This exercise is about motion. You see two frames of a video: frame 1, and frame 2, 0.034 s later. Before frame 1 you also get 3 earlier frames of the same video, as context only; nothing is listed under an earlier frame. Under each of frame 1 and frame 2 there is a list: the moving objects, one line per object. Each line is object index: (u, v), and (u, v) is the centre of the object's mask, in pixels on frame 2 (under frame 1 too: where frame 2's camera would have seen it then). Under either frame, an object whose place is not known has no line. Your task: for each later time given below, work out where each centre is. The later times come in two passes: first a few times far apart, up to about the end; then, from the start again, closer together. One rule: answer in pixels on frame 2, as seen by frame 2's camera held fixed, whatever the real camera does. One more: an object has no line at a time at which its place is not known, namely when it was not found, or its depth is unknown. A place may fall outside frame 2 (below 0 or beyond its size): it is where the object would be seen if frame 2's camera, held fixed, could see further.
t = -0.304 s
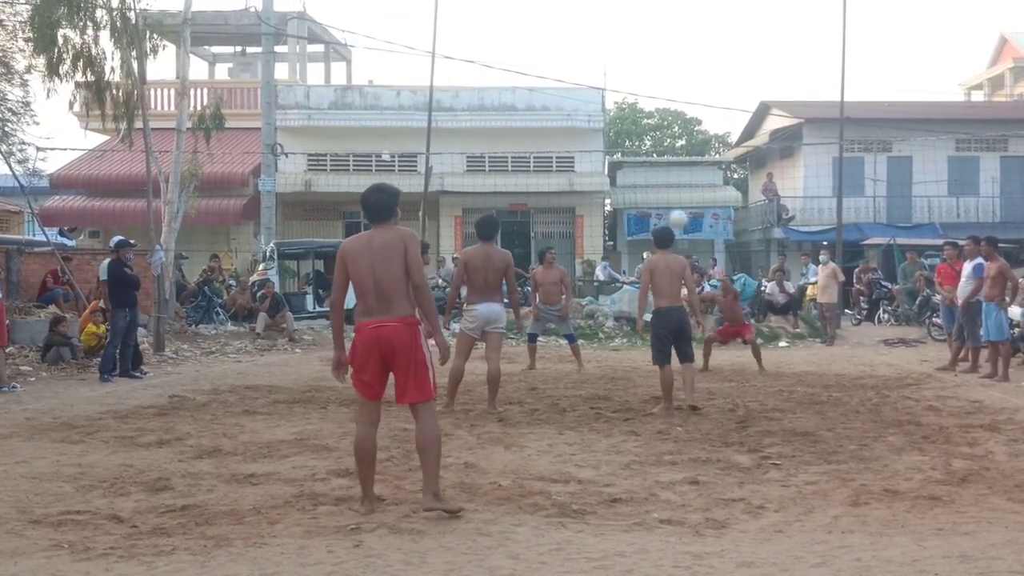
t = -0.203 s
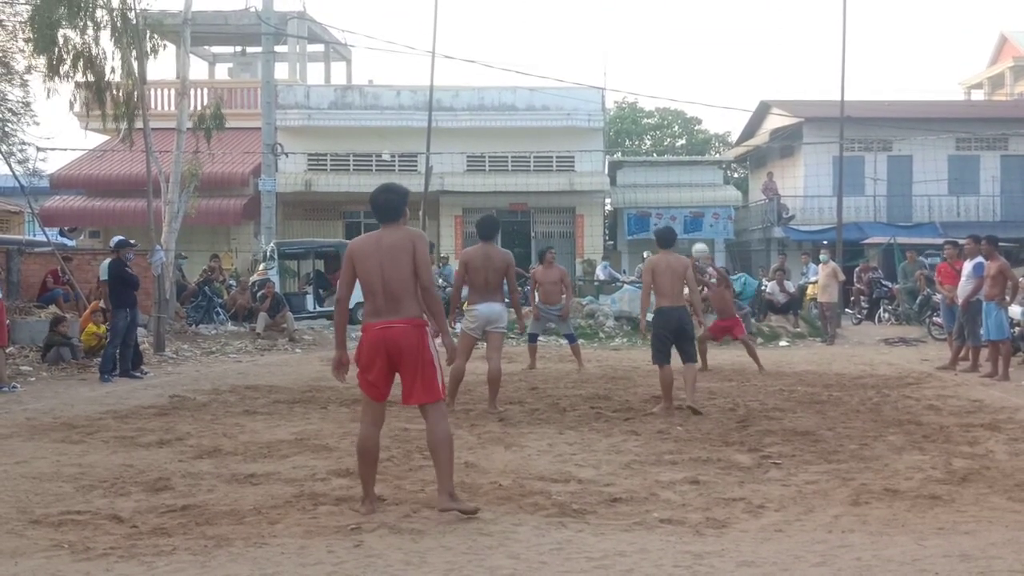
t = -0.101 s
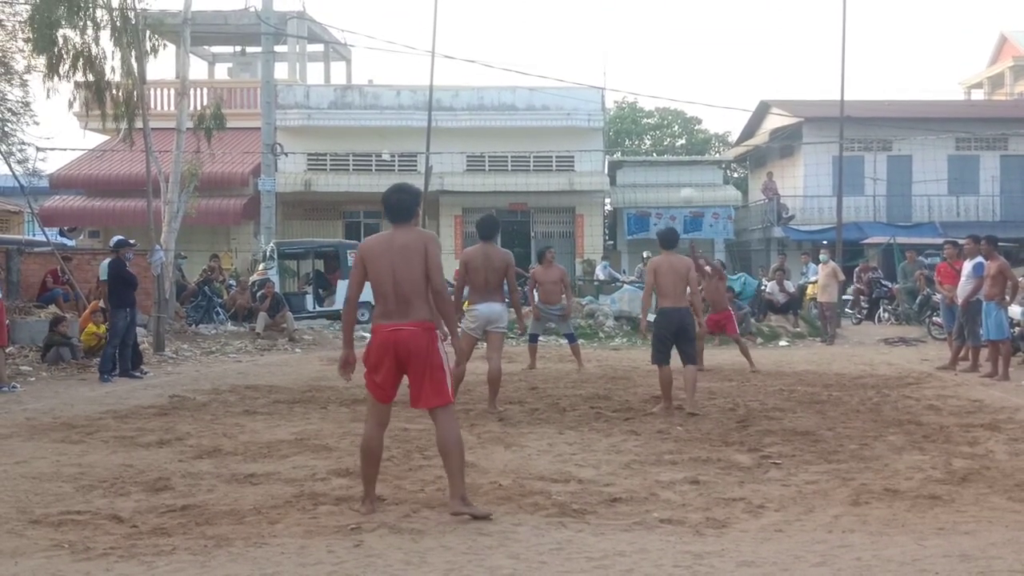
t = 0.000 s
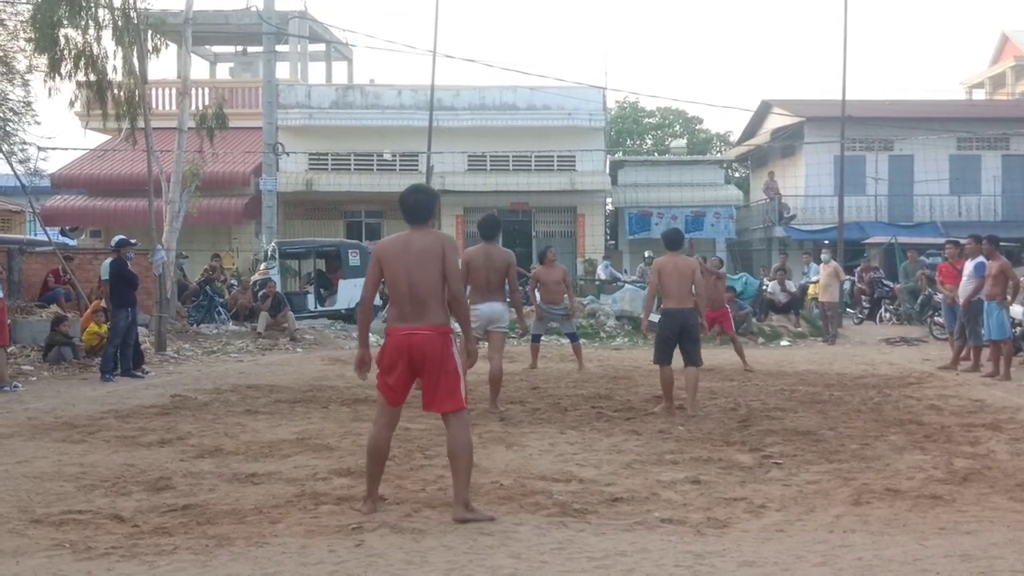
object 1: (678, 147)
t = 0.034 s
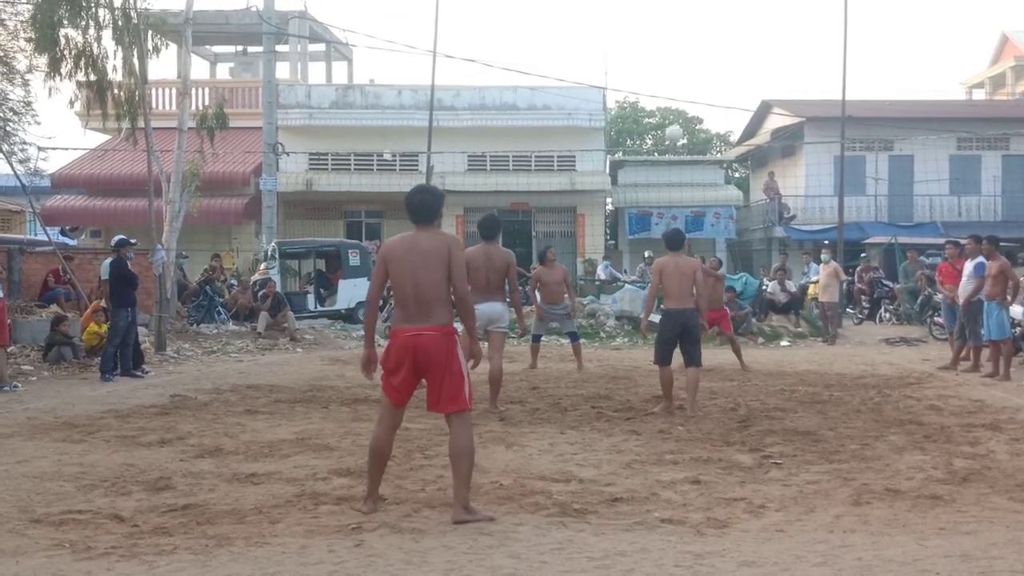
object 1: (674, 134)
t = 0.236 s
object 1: (651, 65)
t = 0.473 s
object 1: (623, 22)
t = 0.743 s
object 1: (588, 26)
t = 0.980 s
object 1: (556, 79)
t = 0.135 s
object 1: (662, 96)
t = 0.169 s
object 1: (658, 85)
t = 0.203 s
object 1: (655, 74)
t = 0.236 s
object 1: (651, 65)
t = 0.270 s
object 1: (647, 57)
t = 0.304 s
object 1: (643, 49)
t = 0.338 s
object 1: (639, 42)
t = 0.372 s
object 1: (635, 35)
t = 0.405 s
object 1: (630, 30)
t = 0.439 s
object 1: (627, 25)
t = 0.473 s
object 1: (623, 22)
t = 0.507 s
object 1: (618, 19)
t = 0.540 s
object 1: (614, 17)
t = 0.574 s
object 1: (610, 16)
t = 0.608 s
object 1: (606, 16)
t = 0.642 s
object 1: (601, 17)
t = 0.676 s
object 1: (597, 19)
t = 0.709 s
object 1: (593, 22)
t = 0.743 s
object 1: (588, 26)
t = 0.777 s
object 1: (584, 31)
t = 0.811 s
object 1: (579, 36)
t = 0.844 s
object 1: (575, 43)
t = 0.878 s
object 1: (570, 50)
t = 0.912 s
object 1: (566, 59)
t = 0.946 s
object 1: (561, 68)
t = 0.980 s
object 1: (556, 79)
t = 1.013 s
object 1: (551, 91)
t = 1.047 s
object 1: (546, 103)
